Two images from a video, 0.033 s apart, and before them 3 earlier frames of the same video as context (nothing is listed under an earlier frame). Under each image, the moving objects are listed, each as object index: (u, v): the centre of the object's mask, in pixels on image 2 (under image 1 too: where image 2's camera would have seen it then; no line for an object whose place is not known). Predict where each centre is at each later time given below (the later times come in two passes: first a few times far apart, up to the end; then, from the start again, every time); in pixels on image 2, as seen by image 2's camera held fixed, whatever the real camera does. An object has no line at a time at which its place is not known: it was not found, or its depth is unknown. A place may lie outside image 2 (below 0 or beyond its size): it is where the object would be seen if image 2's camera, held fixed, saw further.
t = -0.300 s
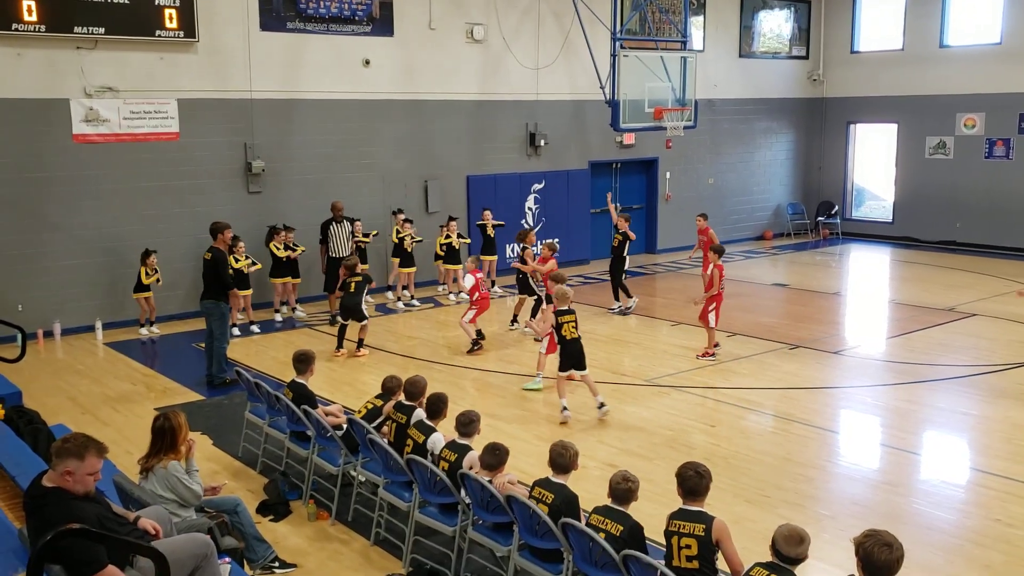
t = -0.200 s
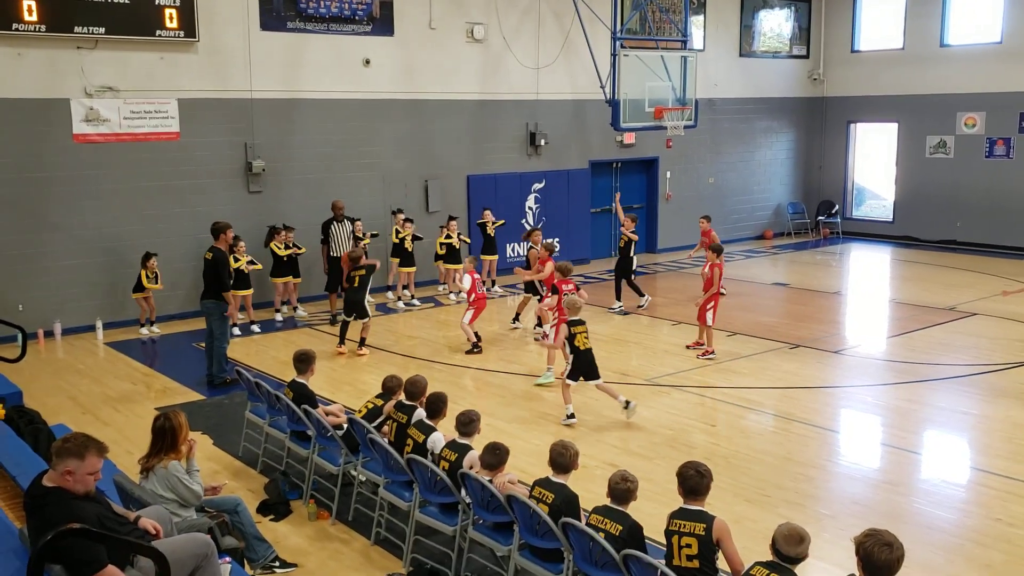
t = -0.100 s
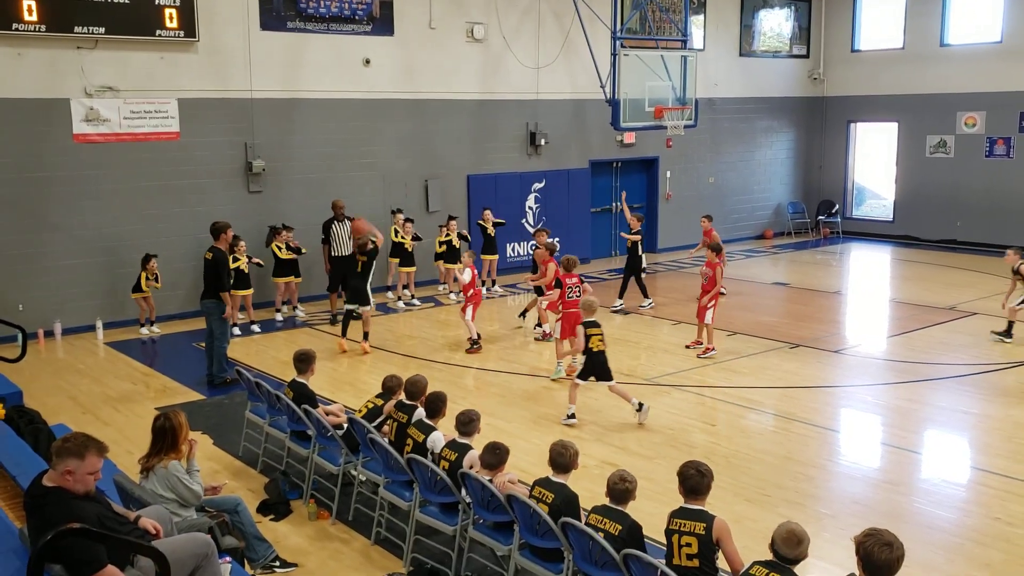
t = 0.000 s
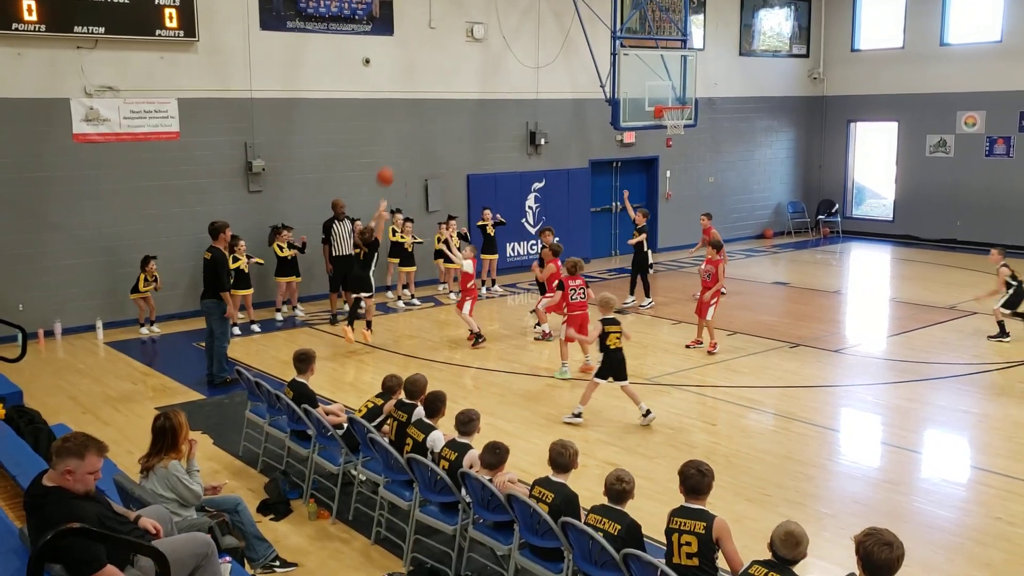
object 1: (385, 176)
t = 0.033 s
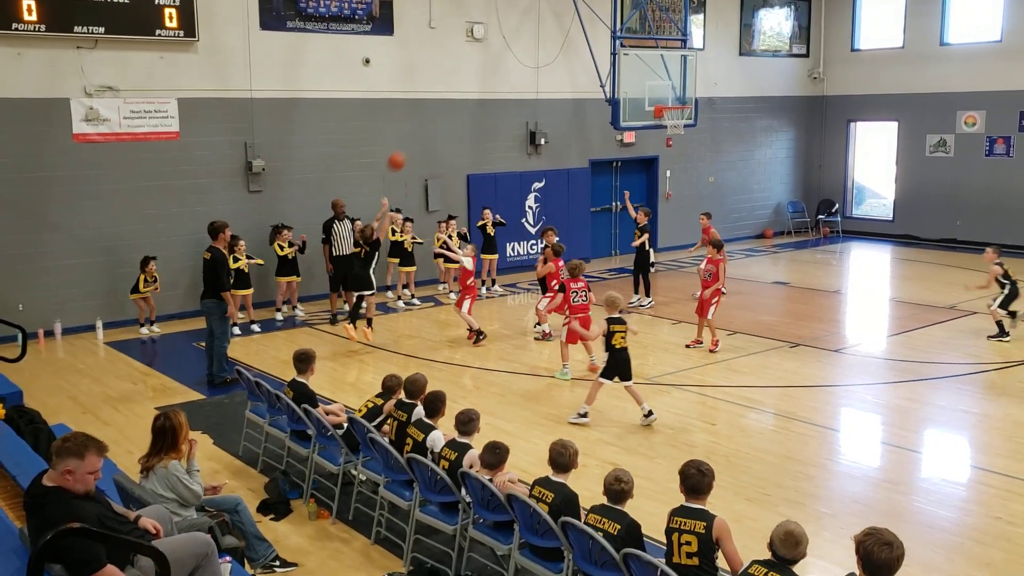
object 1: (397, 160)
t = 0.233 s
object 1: (458, 87)
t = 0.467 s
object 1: (524, 45)
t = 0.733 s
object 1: (591, 46)
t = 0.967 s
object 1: (643, 84)
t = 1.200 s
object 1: (641, 93)
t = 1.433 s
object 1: (639, 104)
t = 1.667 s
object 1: (635, 153)
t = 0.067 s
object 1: (407, 146)
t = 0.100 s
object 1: (418, 133)
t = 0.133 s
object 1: (428, 119)
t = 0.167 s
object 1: (439, 108)
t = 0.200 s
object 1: (448, 98)
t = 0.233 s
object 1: (458, 87)
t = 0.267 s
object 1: (468, 79)
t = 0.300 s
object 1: (478, 71)
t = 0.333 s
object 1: (488, 64)
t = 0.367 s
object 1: (497, 57)
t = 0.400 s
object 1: (506, 53)
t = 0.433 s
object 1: (515, 49)
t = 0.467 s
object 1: (524, 45)
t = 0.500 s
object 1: (533, 43)
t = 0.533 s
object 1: (542, 41)
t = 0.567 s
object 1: (550, 40)
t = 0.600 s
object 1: (559, 40)
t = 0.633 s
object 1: (567, 40)
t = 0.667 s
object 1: (575, 42)
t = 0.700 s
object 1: (583, 44)
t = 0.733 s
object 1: (591, 46)
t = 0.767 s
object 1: (599, 50)
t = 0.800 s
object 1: (607, 54)
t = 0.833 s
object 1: (614, 59)
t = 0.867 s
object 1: (621, 64)
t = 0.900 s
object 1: (629, 70)
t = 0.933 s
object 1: (635, 77)
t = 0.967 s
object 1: (643, 84)
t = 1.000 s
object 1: (649, 92)
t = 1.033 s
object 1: (656, 100)
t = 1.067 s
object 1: (654, 102)
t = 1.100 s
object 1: (644, 98)
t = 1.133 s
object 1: (641, 96)
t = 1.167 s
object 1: (641, 94)
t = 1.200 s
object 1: (641, 93)
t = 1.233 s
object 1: (641, 92)
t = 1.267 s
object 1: (640, 92)
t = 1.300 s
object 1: (640, 93)
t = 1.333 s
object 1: (640, 95)
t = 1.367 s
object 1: (639, 97)
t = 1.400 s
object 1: (639, 100)
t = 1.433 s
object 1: (639, 104)
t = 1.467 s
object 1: (638, 108)
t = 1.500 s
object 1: (638, 114)
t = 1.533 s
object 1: (637, 120)
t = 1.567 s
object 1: (637, 127)
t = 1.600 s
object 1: (636, 134)
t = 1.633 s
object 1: (635, 143)
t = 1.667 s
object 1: (635, 153)
